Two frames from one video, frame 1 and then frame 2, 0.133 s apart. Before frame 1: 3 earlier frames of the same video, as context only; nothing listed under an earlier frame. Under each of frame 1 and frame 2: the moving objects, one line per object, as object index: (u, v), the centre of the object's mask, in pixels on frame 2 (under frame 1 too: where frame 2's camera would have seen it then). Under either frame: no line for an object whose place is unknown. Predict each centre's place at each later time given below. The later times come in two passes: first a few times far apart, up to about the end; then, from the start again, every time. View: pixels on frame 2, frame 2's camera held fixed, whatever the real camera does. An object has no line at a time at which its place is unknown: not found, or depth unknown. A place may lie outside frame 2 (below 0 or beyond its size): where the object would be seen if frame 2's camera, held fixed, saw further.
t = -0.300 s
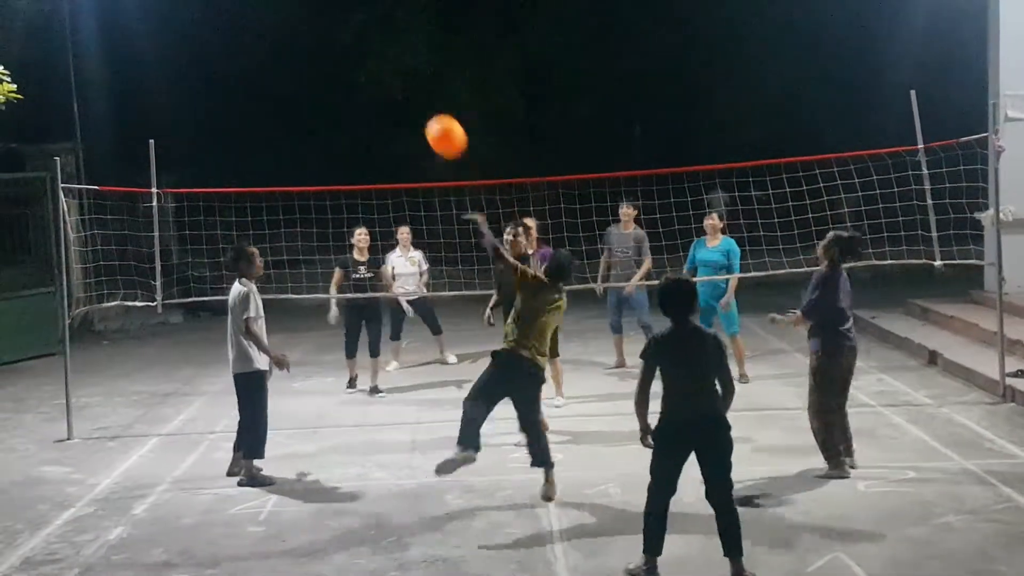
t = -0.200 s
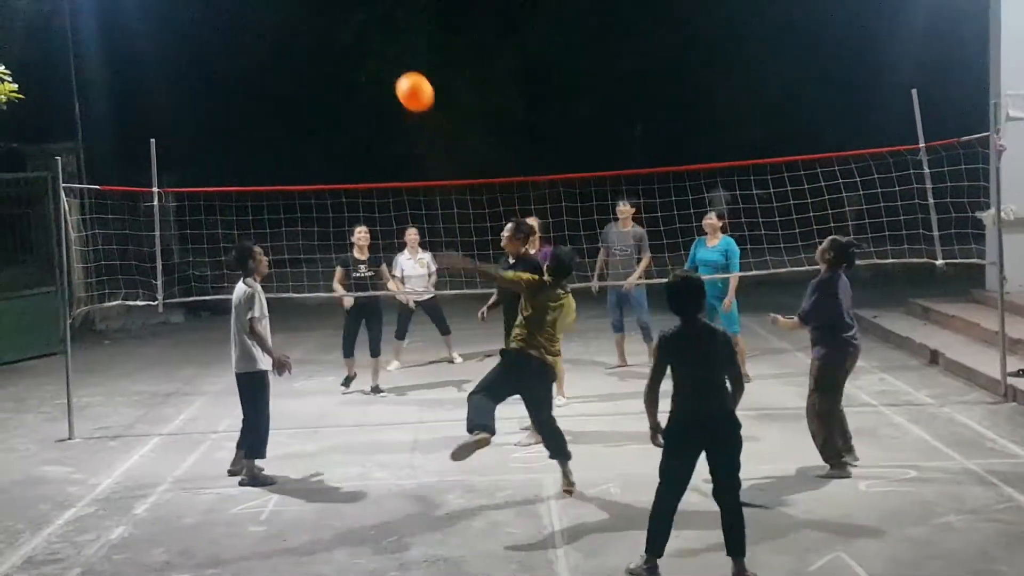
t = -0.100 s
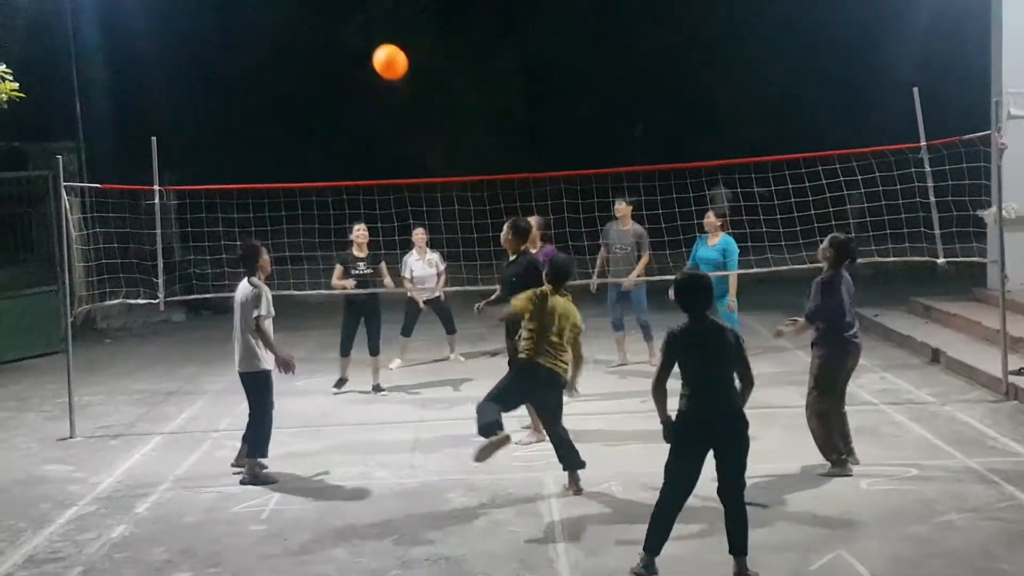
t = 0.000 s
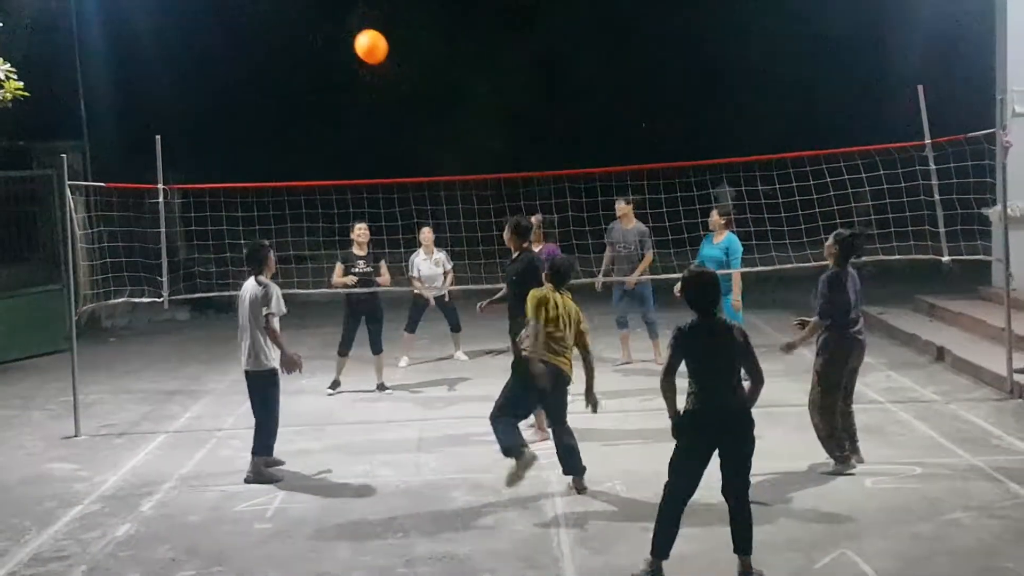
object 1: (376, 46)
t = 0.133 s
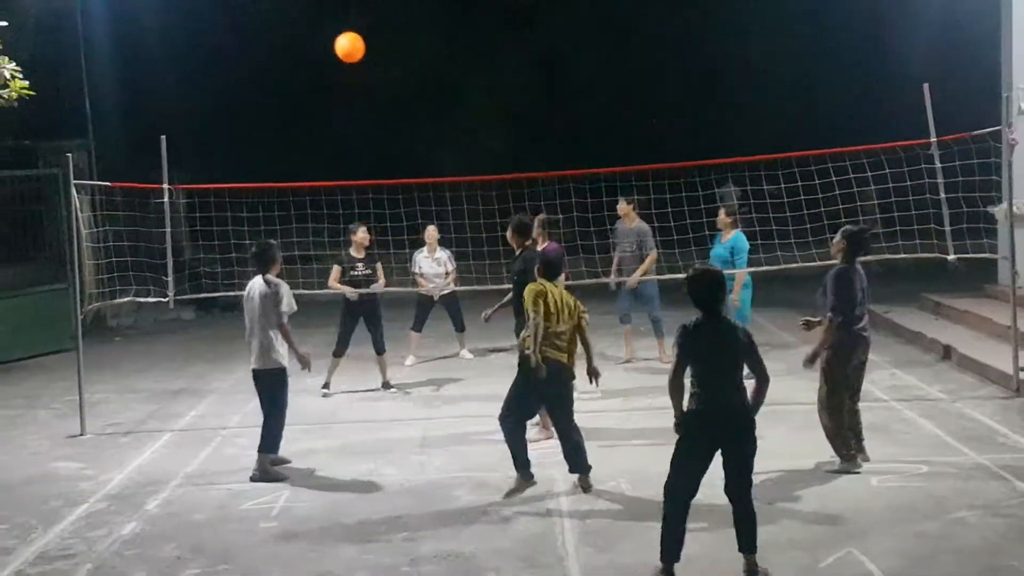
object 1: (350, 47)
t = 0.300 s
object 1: (328, 77)
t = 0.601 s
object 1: (302, 183)
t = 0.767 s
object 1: (290, 262)
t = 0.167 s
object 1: (345, 51)
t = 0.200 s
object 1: (340, 56)
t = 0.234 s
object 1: (336, 62)
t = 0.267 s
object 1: (332, 69)
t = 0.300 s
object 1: (328, 77)
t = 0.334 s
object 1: (325, 86)
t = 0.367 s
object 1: (321, 96)
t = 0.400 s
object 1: (318, 106)
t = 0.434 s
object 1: (315, 117)
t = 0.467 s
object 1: (313, 129)
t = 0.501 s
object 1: (309, 142)
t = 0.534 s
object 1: (307, 155)
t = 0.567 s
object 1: (305, 168)
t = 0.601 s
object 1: (302, 183)
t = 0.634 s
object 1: (300, 199)
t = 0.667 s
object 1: (298, 213)
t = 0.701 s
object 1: (296, 228)
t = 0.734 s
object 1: (293, 246)
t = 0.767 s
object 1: (290, 262)
